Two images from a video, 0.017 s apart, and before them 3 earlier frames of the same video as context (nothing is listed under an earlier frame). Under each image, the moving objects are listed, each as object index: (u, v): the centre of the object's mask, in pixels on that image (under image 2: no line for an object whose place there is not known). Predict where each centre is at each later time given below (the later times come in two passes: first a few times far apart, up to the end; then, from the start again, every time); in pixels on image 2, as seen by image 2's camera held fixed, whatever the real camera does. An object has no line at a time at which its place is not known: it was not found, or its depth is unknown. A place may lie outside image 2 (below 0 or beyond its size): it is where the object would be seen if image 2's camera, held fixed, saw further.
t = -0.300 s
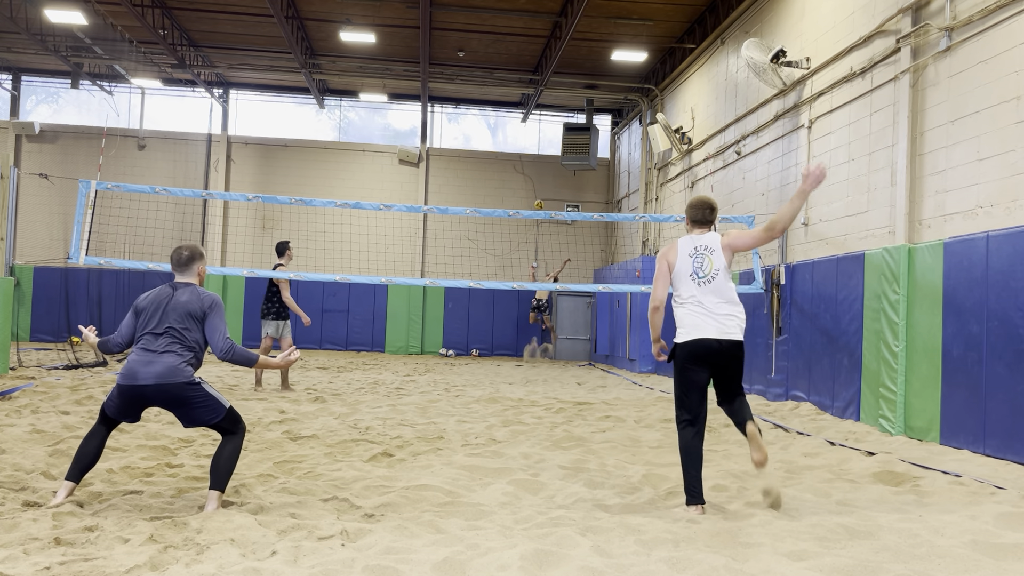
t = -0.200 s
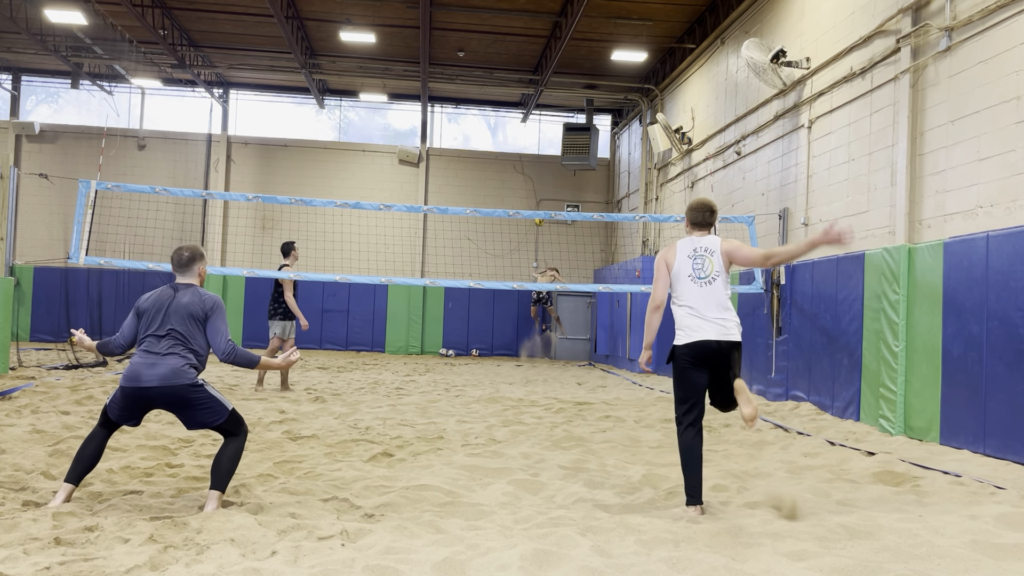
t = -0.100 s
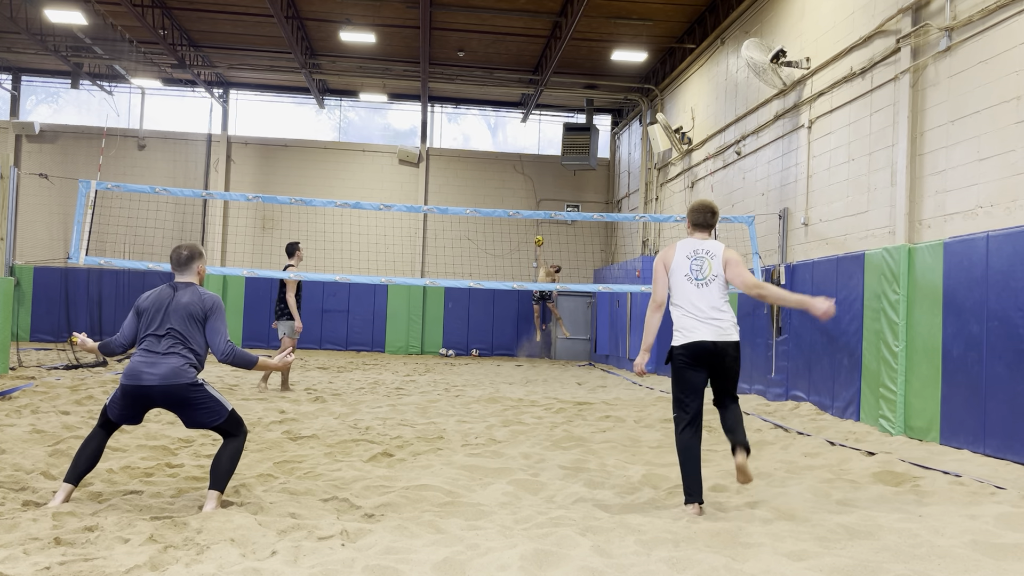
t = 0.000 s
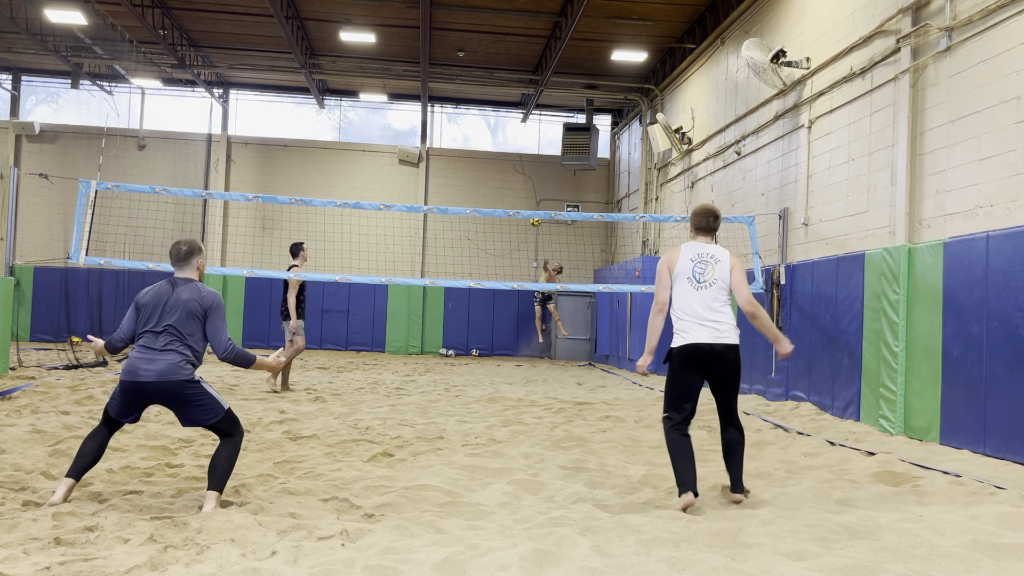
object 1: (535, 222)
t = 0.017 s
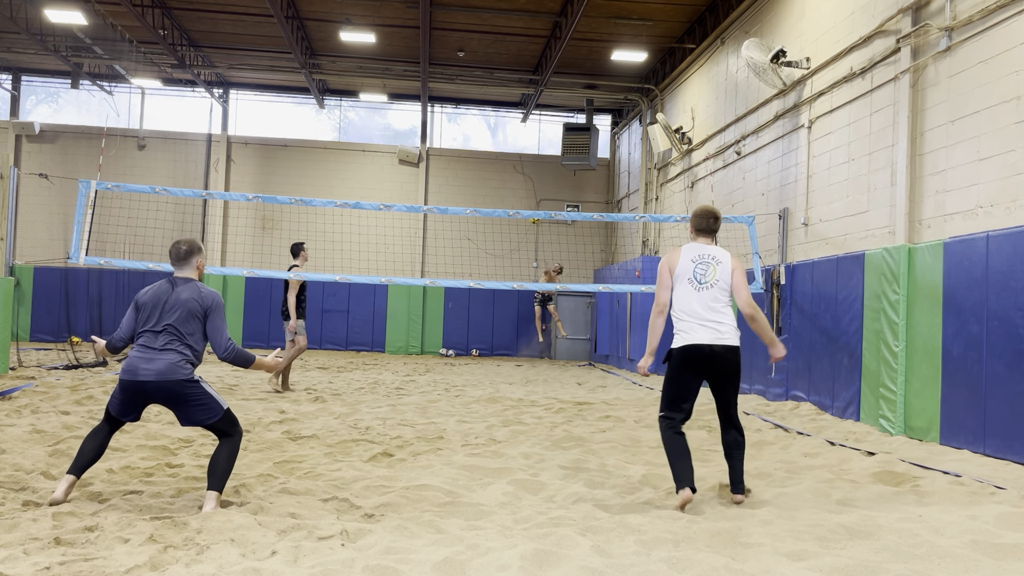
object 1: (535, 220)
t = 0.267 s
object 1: (528, 191)
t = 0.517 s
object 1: (528, 226)
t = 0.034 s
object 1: (534, 220)
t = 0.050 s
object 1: (533, 209)
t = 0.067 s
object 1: (533, 207)
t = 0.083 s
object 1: (533, 206)
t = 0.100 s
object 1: (532, 204)
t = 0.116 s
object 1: (531, 202)
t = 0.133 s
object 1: (531, 200)
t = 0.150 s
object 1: (531, 198)
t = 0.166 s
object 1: (530, 197)
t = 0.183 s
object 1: (530, 195)
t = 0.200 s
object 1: (529, 194)
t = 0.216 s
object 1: (529, 193)
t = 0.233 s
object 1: (529, 192)
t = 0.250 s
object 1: (528, 191)
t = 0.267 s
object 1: (528, 191)
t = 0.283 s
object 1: (528, 191)
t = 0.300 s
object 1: (527, 191)
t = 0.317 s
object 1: (527, 191)
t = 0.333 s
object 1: (527, 192)
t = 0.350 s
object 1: (527, 193)
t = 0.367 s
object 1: (527, 194)
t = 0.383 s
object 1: (527, 196)
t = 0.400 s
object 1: (527, 198)
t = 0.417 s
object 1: (527, 200)
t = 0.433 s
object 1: (527, 203)
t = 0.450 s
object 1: (527, 206)
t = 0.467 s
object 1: (527, 210)
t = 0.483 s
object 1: (528, 215)
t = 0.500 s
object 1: (528, 220)
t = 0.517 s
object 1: (528, 226)
